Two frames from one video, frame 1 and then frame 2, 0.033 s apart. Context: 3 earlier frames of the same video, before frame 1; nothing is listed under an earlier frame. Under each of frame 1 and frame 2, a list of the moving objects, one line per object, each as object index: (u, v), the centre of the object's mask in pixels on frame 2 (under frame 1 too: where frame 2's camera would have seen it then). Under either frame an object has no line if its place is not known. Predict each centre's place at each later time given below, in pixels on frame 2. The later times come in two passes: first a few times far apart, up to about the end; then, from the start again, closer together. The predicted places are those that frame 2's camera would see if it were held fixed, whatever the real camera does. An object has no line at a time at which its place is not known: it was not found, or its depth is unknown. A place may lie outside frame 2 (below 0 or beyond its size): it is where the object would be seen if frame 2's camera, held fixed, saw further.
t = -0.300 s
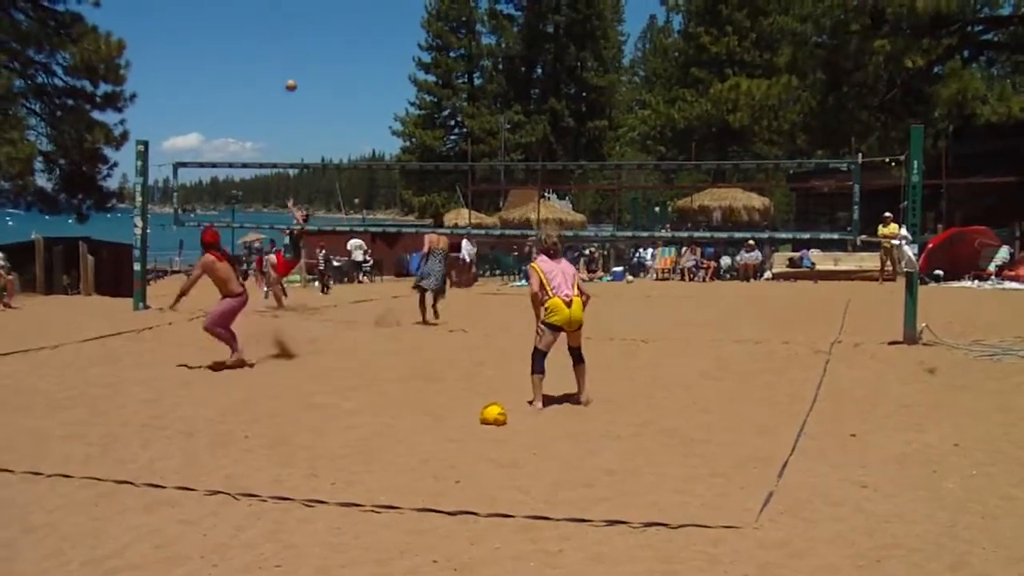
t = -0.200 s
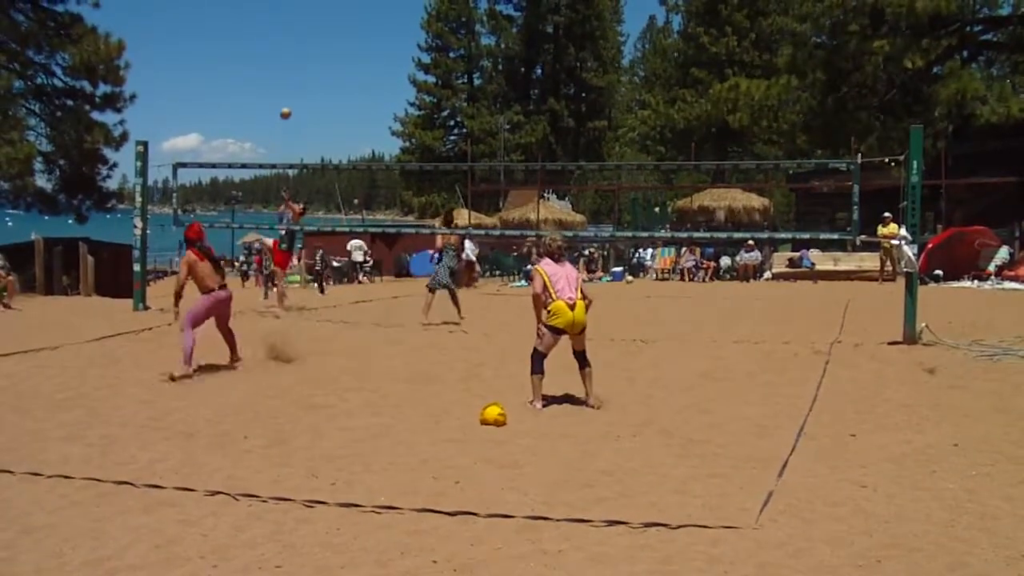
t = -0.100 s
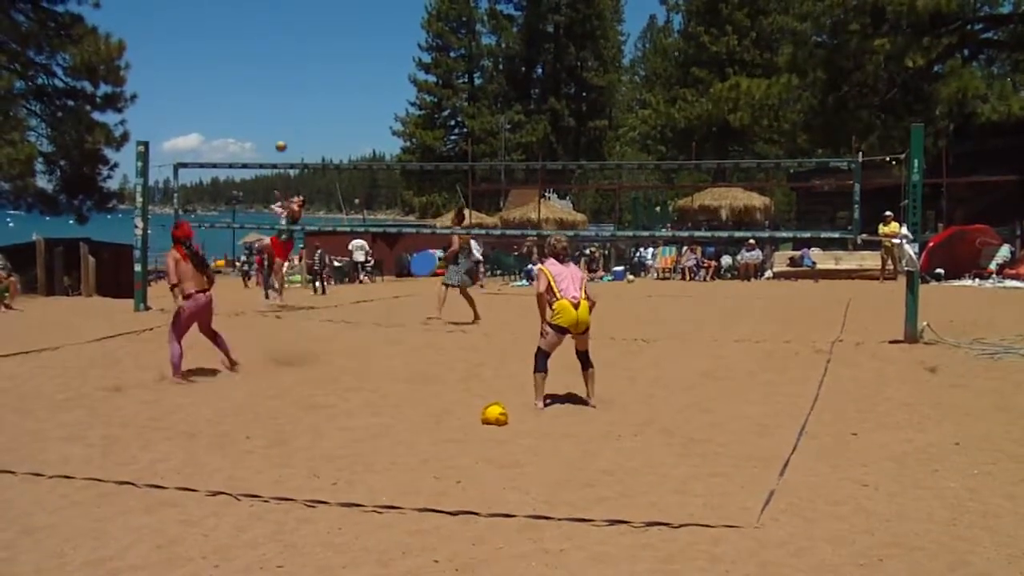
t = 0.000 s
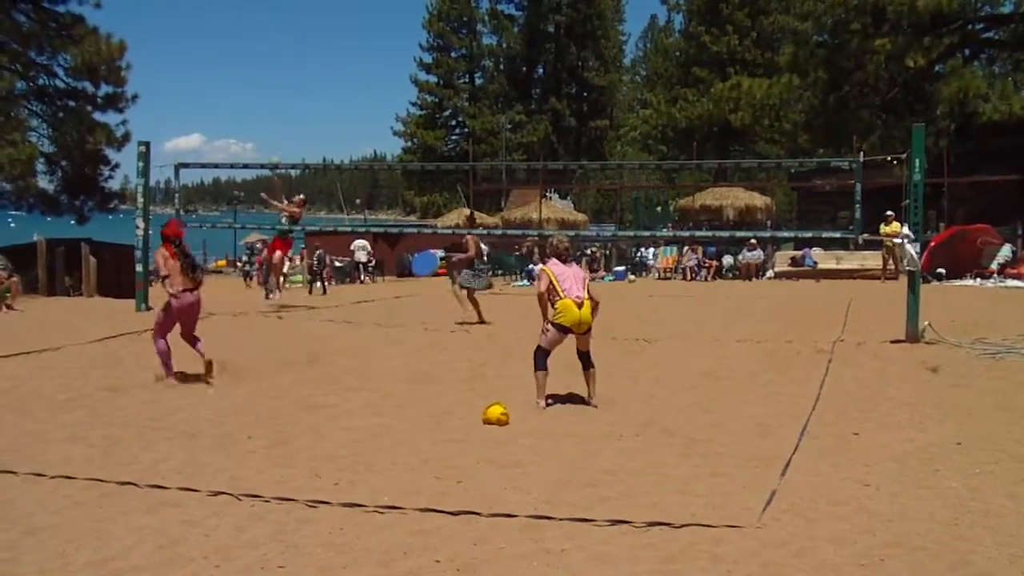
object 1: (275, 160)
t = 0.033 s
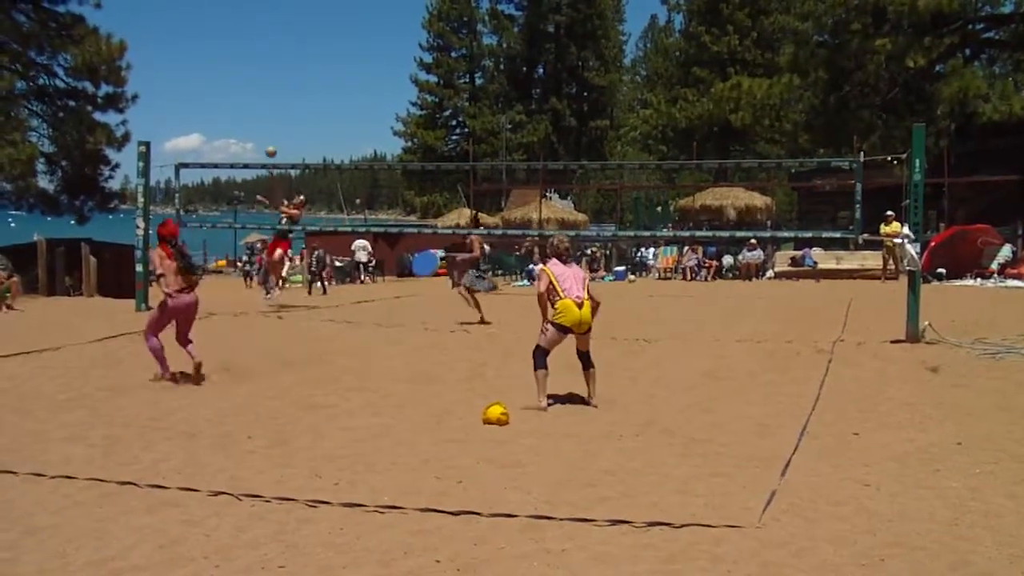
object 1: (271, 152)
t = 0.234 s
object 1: (245, 98)
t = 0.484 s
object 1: (214, 66)
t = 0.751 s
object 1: (179, 94)
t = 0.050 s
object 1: (268, 147)
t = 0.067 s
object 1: (266, 142)
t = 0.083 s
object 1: (264, 136)
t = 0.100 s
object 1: (262, 132)
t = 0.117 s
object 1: (260, 127)
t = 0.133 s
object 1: (258, 123)
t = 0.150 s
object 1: (255, 118)
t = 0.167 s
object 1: (254, 114)
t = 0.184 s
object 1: (251, 110)
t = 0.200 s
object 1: (249, 107)
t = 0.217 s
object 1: (247, 102)
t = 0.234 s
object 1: (245, 98)
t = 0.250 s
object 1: (243, 95)
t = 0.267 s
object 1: (241, 92)
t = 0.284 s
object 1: (239, 89)
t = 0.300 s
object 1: (237, 85)
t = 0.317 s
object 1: (235, 83)
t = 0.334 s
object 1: (233, 80)
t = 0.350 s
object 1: (230, 78)
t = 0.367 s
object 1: (229, 75)
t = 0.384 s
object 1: (226, 74)
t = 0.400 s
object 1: (224, 72)
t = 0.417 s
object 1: (222, 70)
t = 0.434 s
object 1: (220, 69)
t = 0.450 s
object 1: (218, 68)
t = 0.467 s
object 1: (216, 67)
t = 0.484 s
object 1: (214, 66)
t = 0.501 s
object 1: (212, 66)
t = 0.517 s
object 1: (210, 66)
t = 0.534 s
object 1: (207, 66)
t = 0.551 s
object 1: (205, 67)
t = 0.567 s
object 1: (203, 67)
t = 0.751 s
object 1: (179, 94)
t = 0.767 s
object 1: (176, 99)
